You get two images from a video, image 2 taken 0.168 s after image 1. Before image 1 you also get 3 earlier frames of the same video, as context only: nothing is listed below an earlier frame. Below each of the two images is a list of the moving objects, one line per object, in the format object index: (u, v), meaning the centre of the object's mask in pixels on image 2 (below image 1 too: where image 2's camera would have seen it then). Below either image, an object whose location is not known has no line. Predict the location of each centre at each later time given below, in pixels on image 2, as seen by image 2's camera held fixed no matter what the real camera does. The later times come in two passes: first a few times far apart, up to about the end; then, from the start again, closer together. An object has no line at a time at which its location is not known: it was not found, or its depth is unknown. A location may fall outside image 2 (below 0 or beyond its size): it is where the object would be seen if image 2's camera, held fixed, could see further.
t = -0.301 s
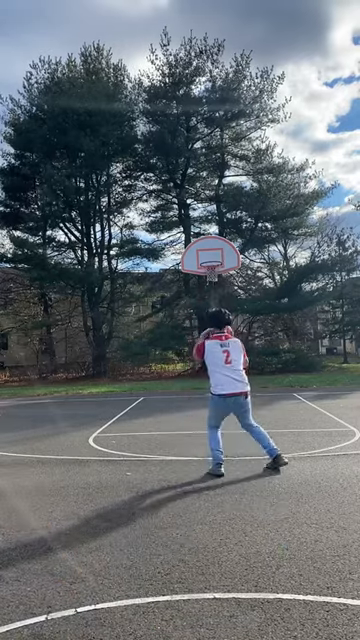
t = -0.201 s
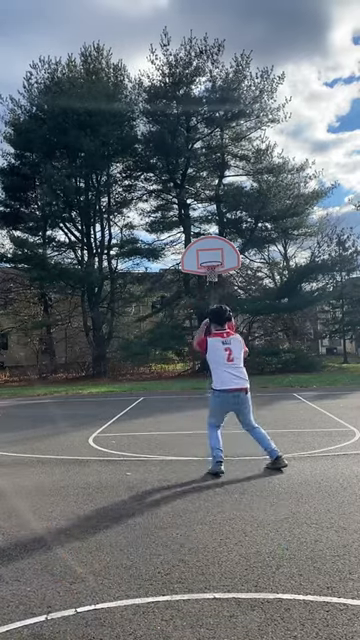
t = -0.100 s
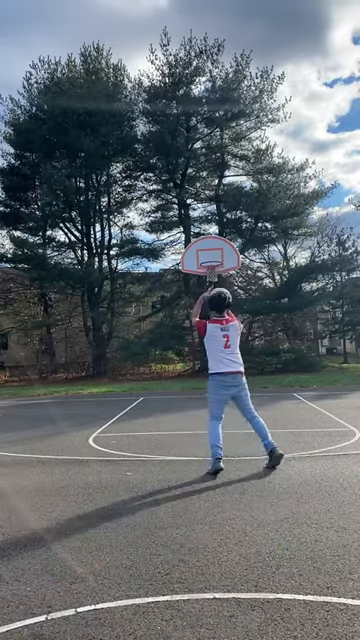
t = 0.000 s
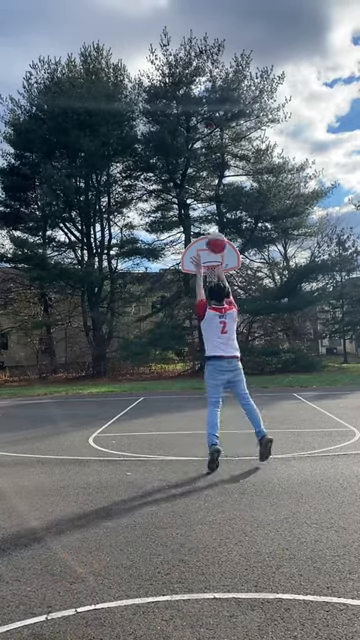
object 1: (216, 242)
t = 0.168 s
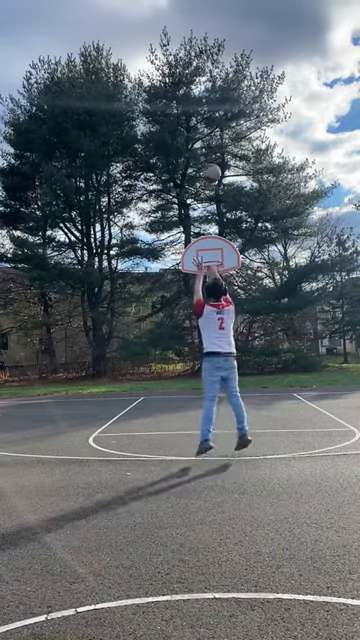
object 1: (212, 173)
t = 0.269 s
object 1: (208, 142)
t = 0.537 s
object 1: (206, 127)
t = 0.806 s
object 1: (206, 152)
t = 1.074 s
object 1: (207, 205)
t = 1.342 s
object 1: (209, 251)
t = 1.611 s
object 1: (210, 210)
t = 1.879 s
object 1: (209, 199)
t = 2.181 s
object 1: (212, 224)
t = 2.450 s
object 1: (212, 267)
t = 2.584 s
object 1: (211, 278)
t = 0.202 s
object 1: (210, 155)
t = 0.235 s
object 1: (209, 148)
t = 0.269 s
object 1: (208, 142)
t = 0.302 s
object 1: (208, 137)
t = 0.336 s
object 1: (208, 135)
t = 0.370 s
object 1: (207, 132)
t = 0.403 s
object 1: (206, 128)
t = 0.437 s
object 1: (206, 128)
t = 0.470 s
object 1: (206, 128)
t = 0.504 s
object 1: (206, 127)
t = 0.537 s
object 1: (206, 127)
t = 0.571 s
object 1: (206, 128)
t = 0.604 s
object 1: (206, 128)
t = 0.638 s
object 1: (205, 131)
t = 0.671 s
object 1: (205, 133)
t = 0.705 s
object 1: (205, 138)
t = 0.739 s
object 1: (206, 141)
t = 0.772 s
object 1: (206, 147)
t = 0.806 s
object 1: (206, 152)
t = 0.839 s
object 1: (206, 158)
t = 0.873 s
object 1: (206, 164)
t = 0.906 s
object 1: (206, 170)
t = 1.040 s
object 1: (207, 196)
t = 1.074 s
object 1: (207, 205)
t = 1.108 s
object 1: (208, 212)
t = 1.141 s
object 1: (208, 221)
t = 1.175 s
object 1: (208, 230)
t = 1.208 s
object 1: (209, 240)
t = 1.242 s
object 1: (209, 249)
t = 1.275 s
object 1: (209, 259)
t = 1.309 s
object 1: (209, 259)
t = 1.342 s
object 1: (209, 251)
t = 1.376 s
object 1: (208, 244)
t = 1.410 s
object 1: (209, 239)
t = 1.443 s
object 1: (206, 236)
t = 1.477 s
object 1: (208, 227)
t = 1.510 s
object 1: (208, 220)
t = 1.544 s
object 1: (208, 217)
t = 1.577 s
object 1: (206, 198)
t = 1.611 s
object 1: (210, 210)
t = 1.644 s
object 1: (209, 208)
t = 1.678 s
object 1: (208, 203)
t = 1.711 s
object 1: (208, 201)
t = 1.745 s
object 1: (208, 199)
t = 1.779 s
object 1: (209, 199)
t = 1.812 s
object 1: (208, 198)
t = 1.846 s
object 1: (209, 198)
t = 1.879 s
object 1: (209, 199)
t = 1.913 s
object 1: (209, 199)
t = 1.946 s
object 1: (209, 199)
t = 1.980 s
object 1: (210, 202)
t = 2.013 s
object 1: (211, 205)
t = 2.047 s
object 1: (211, 205)
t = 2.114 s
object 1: (211, 215)
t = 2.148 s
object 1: (211, 218)
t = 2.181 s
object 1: (212, 224)
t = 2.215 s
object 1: (211, 229)
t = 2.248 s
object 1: (212, 236)
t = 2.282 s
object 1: (212, 241)
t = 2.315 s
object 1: (212, 248)
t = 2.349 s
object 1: (212, 255)
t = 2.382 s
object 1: (211, 263)
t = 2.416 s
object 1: (209, 265)
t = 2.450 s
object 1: (212, 267)
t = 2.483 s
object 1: (211, 273)
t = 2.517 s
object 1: (210, 277)
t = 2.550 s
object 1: (210, 276)
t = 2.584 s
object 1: (211, 278)
